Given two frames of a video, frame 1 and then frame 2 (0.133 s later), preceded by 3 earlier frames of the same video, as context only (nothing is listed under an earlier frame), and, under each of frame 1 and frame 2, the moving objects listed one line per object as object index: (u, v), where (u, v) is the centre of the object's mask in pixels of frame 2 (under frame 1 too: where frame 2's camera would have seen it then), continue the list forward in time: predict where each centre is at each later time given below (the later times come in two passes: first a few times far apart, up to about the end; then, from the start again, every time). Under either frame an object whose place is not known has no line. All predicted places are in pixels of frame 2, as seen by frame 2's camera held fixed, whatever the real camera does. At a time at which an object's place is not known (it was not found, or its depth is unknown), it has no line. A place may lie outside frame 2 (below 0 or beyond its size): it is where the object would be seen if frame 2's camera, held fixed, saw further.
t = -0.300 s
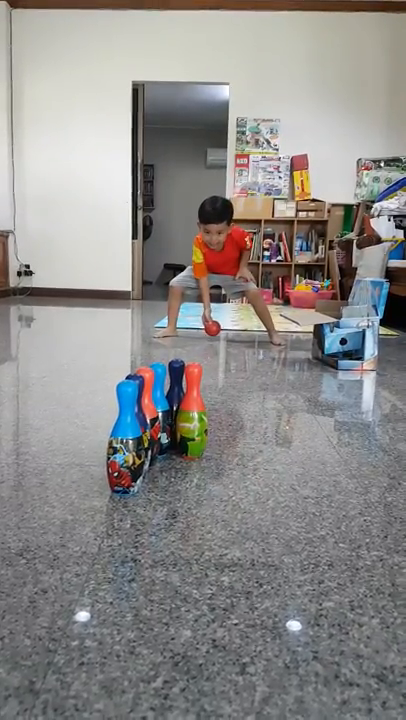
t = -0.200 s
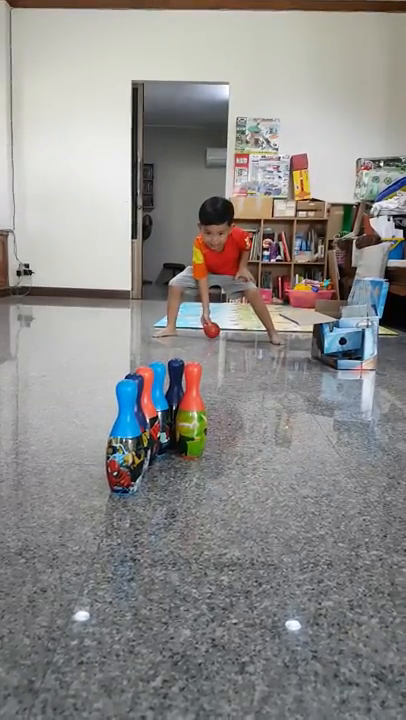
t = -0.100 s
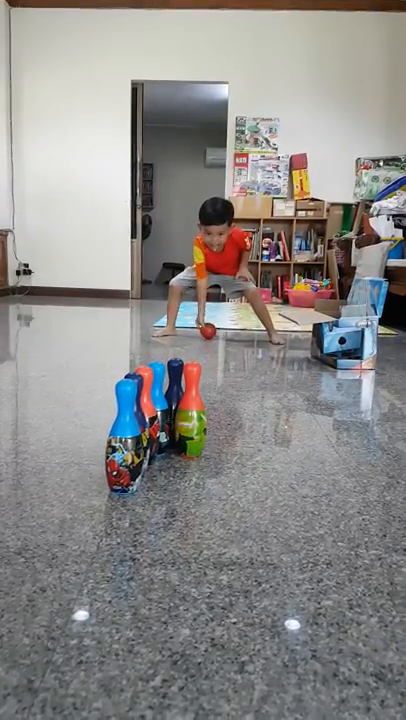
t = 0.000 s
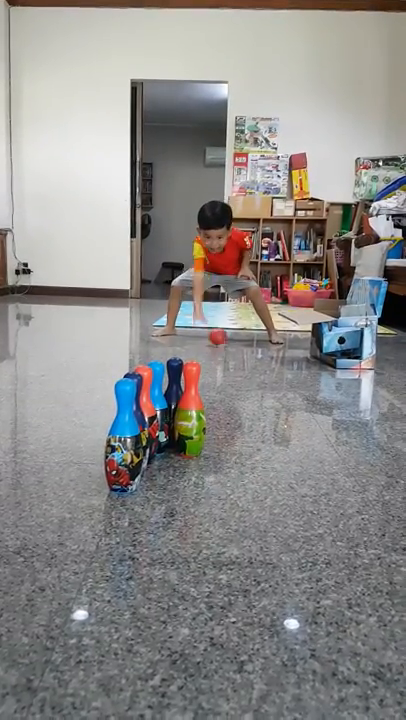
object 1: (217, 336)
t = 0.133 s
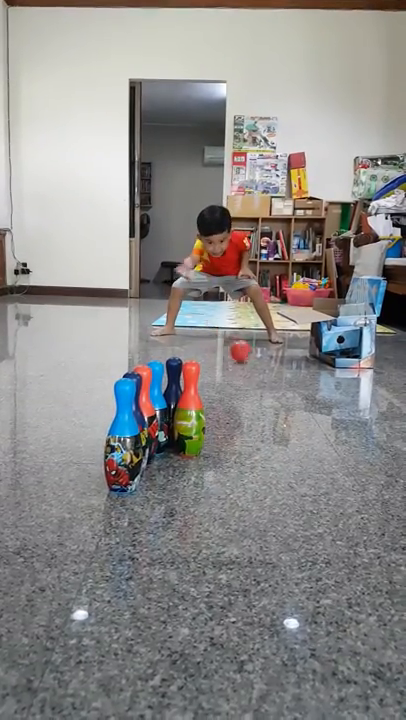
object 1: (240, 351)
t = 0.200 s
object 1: (254, 360)
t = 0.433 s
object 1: (325, 400)
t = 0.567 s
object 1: (385, 430)
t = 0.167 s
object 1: (247, 356)
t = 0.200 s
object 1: (254, 360)
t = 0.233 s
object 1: (263, 365)
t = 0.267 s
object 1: (271, 369)
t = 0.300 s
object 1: (280, 376)
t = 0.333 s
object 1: (290, 380)
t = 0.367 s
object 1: (301, 387)
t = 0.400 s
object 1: (312, 393)
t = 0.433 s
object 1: (325, 400)
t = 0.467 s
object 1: (339, 406)
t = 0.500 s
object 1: (353, 414)
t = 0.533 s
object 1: (369, 421)
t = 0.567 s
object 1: (385, 430)
